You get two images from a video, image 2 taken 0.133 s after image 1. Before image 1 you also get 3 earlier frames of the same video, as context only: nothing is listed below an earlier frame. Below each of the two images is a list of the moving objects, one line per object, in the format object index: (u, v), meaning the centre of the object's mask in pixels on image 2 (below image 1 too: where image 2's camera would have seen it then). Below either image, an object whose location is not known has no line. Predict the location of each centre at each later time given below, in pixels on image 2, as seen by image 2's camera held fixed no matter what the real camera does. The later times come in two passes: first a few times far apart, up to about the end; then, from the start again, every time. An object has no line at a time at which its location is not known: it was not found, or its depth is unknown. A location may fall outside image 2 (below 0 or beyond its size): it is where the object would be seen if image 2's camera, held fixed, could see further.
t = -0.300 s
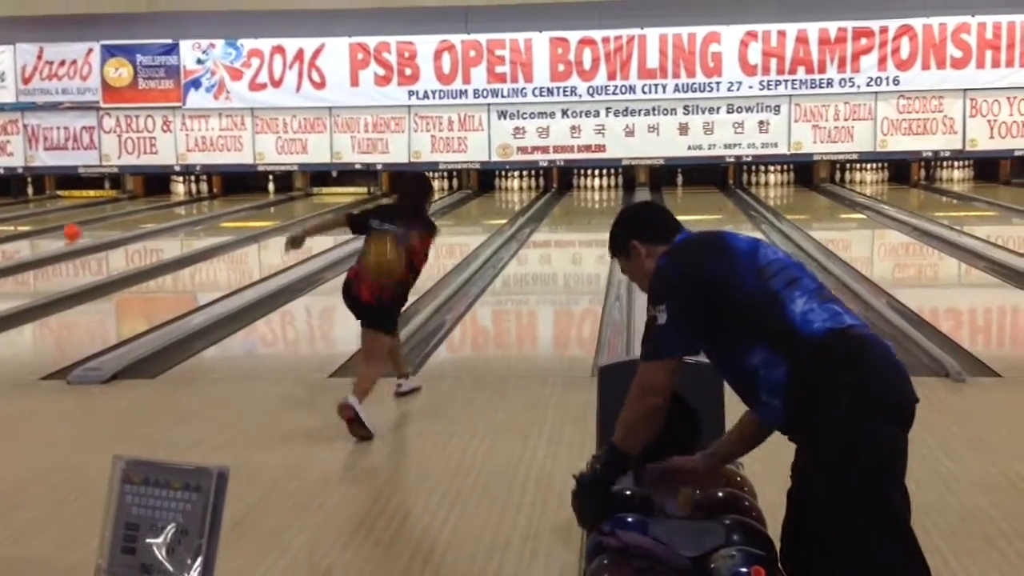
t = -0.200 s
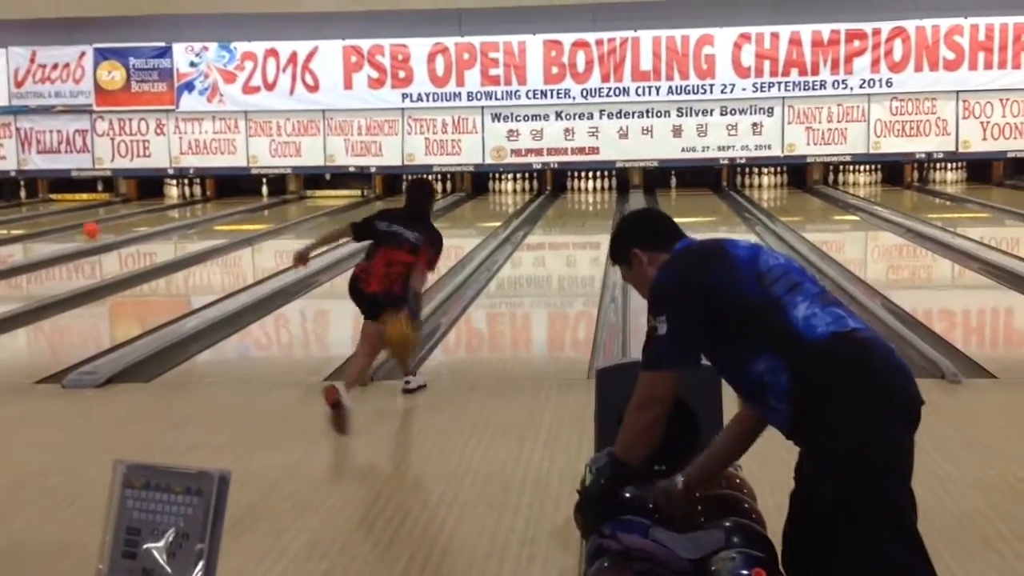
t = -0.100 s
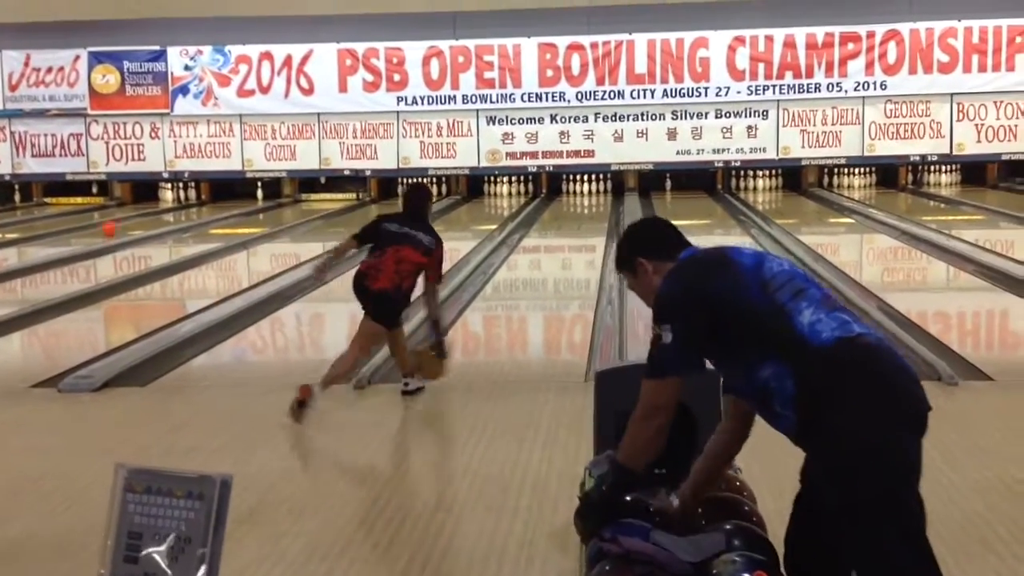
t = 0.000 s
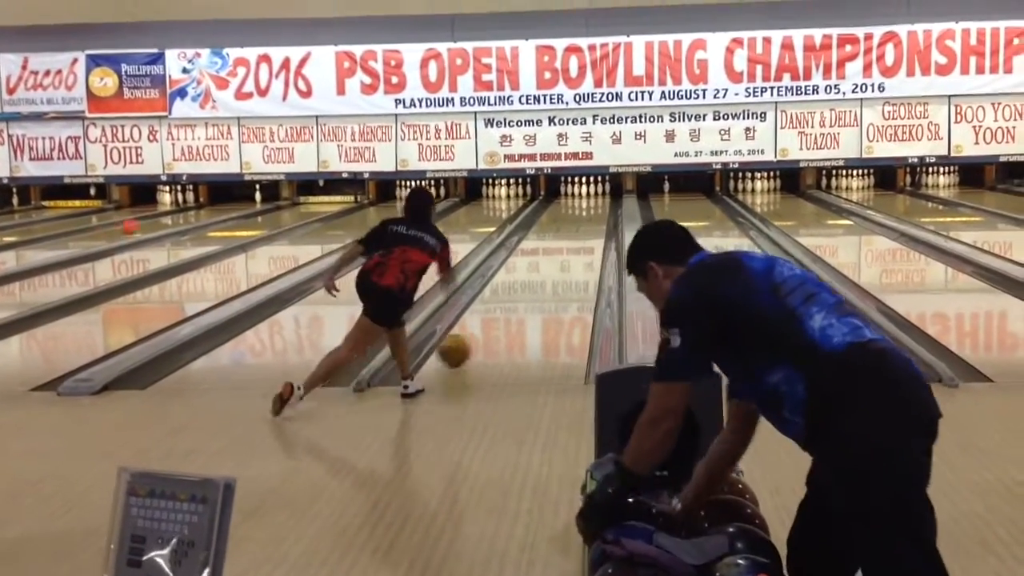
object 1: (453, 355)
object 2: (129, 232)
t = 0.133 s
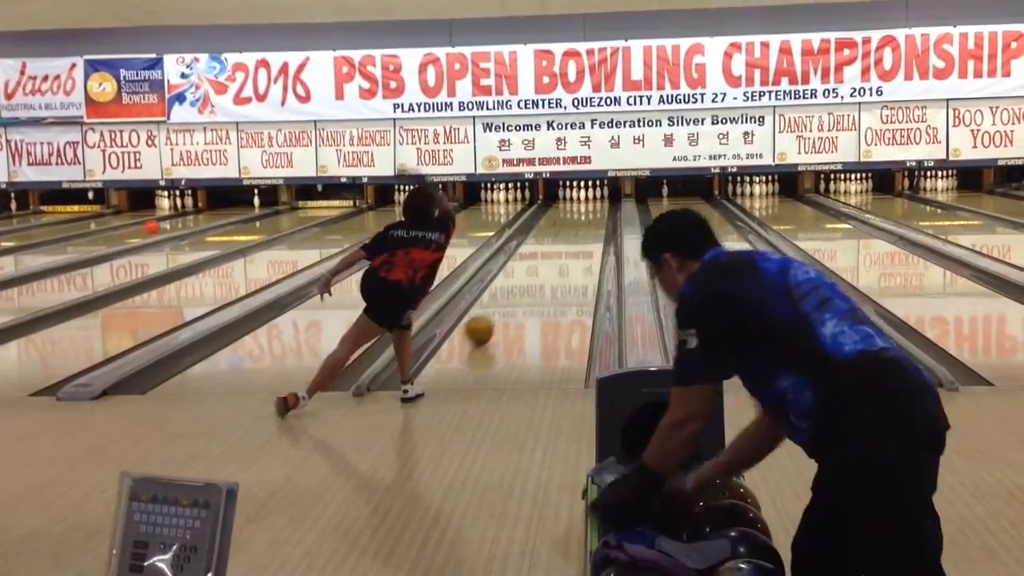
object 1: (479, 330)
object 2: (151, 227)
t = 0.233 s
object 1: (494, 315)
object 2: (170, 223)
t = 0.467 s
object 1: (522, 286)
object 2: (200, 216)
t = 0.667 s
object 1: (539, 267)
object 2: (223, 210)
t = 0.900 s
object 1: (554, 251)
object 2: (242, 206)
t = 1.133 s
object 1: (565, 238)
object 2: (254, 202)
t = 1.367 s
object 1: (574, 227)
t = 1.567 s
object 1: (578, 220)
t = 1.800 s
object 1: (581, 213)
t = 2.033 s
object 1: (582, 205)
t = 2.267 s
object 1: (580, 199)
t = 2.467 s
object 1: (579, 197)
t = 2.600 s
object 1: (578, 195)
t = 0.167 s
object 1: (484, 324)
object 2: (157, 226)
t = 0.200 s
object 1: (490, 319)
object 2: (164, 223)
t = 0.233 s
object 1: (494, 315)
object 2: (170, 223)
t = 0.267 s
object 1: (499, 309)
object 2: (173, 222)
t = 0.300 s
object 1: (503, 305)
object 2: (179, 221)
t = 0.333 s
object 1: (507, 301)
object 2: (185, 220)
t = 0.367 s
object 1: (511, 297)
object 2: (188, 219)
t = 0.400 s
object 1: (515, 293)
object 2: (193, 218)
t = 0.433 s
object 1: (518, 289)
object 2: (197, 217)
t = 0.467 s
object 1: (522, 286)
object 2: (200, 216)
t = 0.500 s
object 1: (525, 283)
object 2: (205, 215)
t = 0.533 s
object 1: (528, 279)
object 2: (210, 213)
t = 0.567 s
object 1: (531, 276)
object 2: (214, 212)
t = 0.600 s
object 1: (534, 273)
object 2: (216, 212)
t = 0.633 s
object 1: (537, 270)
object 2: (220, 211)
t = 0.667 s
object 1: (539, 267)
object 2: (223, 210)
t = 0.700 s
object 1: (541, 264)
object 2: (226, 209)
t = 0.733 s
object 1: (544, 262)
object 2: (229, 209)
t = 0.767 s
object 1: (547, 258)
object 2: (232, 208)
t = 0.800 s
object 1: (548, 257)
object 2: (236, 207)
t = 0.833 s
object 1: (550, 255)
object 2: (238, 207)
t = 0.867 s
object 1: (552, 252)
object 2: (240, 206)
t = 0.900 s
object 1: (554, 251)
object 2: (242, 206)
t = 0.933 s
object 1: (556, 249)
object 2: (244, 205)
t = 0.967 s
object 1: (558, 247)
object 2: (246, 204)
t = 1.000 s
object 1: (559, 246)
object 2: (248, 204)
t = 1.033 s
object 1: (561, 244)
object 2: (251, 203)
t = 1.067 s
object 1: (562, 242)
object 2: (252, 203)
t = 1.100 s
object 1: (564, 240)
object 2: (253, 202)
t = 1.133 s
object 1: (565, 238)
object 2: (254, 202)
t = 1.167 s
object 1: (567, 237)
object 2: (254, 201)
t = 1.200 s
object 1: (568, 236)
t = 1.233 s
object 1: (571, 232)
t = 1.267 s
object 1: (571, 230)
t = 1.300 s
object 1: (572, 229)
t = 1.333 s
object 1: (574, 228)
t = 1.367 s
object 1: (574, 227)
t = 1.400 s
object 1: (575, 226)
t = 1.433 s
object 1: (575, 225)
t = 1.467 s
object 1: (576, 224)
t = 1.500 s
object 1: (576, 222)
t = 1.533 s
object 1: (578, 221)
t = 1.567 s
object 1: (578, 220)
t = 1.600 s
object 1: (579, 219)
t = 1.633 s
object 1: (579, 217)
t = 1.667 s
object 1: (581, 215)
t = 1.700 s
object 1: (581, 215)
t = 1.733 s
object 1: (581, 213)
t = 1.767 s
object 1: (581, 213)
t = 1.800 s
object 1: (581, 213)
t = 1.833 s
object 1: (581, 212)
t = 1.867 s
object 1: (581, 210)
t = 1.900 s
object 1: (582, 210)
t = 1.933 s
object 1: (581, 210)
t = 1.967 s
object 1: (581, 209)
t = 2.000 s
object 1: (582, 208)
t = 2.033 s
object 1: (582, 205)
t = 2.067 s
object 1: (582, 205)
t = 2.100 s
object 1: (582, 204)
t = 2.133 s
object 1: (582, 203)
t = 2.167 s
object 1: (581, 203)
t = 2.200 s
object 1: (581, 202)
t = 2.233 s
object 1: (580, 200)
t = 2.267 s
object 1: (580, 199)
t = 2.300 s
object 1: (580, 199)
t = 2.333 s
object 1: (580, 199)
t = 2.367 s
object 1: (580, 198)
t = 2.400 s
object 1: (579, 196)
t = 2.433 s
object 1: (579, 197)
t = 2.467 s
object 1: (579, 197)
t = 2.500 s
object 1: (579, 196)
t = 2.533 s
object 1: (579, 196)
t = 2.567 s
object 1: (578, 195)
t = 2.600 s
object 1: (578, 195)
